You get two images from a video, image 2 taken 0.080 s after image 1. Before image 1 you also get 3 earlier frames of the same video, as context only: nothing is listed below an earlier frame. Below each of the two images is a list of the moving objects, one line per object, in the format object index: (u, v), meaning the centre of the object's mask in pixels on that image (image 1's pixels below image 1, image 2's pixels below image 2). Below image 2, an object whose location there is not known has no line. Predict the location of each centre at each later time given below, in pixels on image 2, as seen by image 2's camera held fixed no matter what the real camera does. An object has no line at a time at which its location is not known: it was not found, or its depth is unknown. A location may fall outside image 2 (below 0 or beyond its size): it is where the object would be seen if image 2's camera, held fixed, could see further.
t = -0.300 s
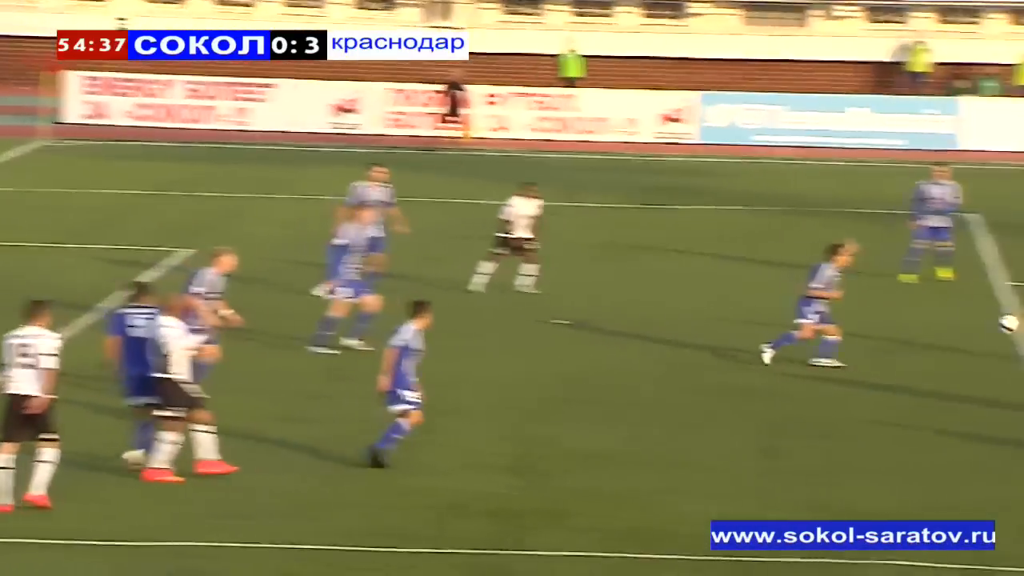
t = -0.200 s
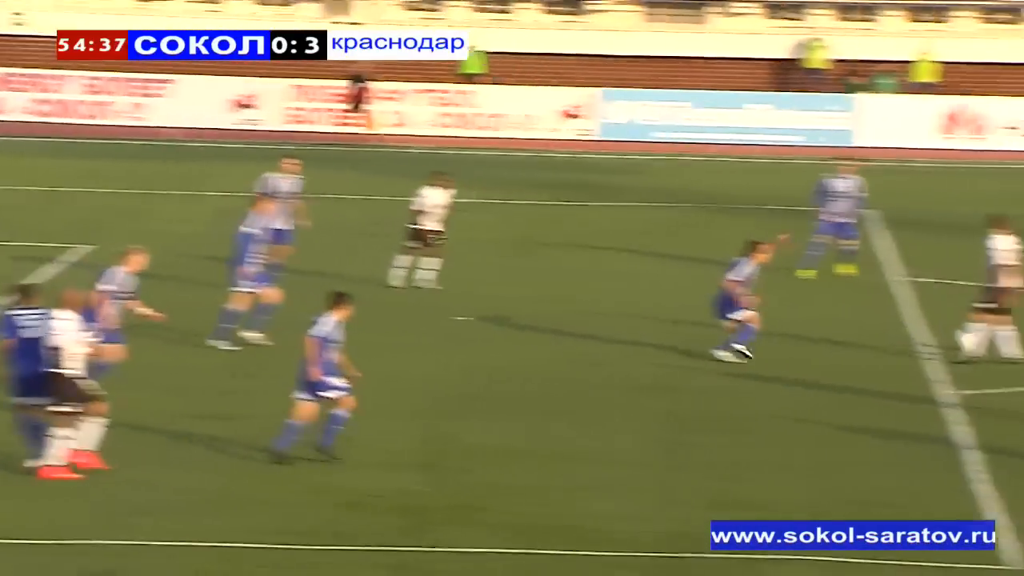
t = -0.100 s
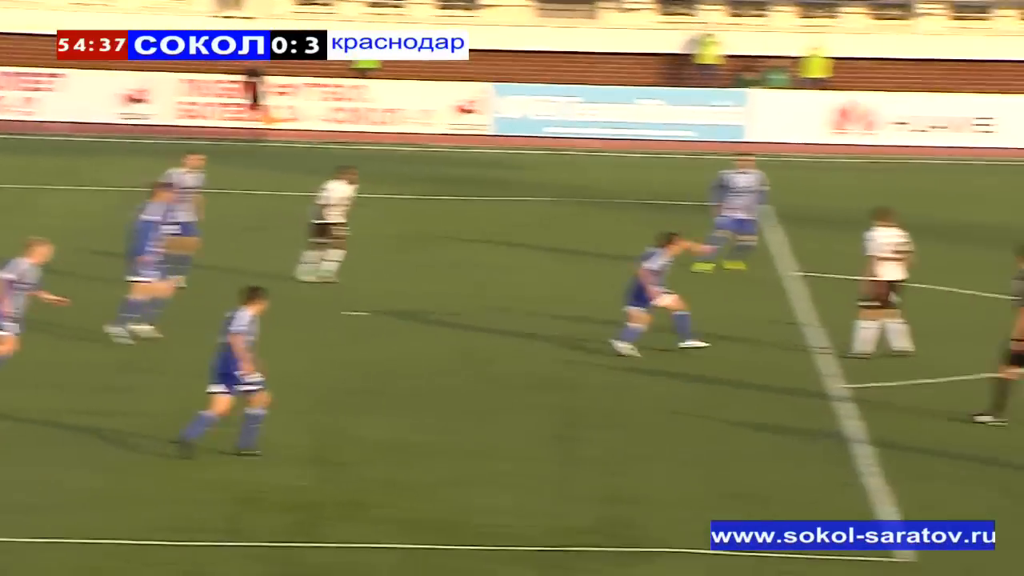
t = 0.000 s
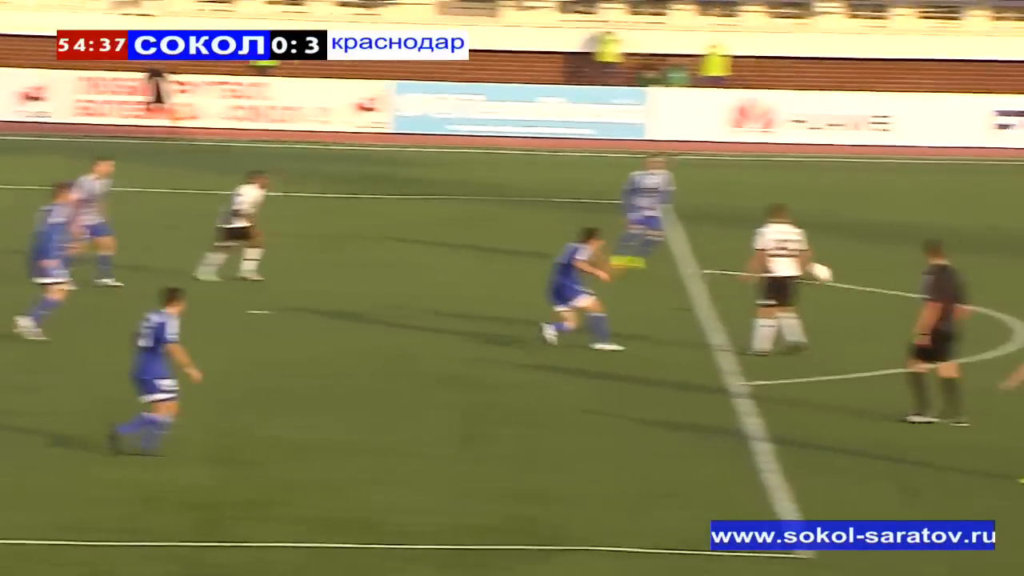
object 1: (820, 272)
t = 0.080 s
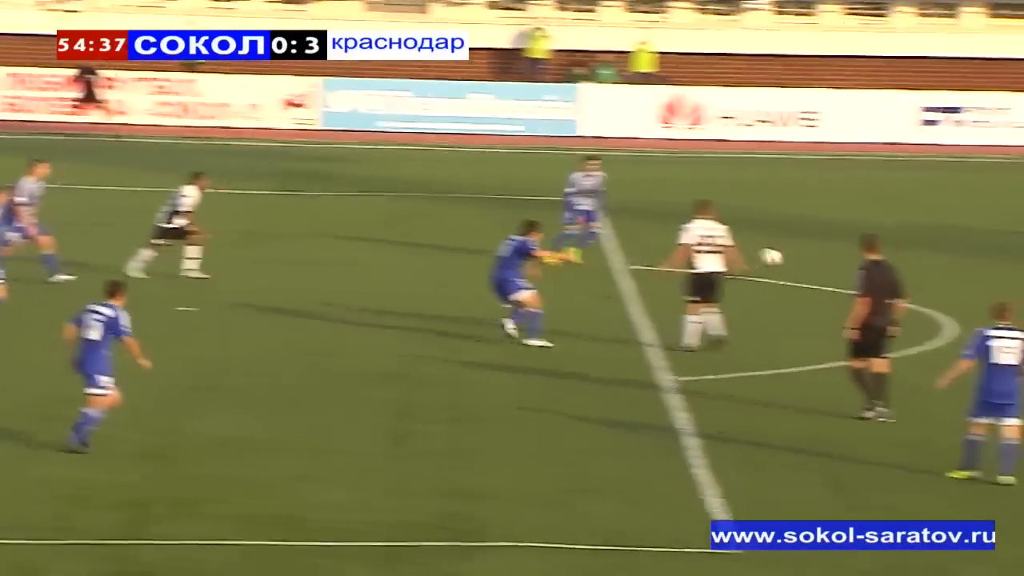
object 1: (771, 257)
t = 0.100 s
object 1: (771, 254)
